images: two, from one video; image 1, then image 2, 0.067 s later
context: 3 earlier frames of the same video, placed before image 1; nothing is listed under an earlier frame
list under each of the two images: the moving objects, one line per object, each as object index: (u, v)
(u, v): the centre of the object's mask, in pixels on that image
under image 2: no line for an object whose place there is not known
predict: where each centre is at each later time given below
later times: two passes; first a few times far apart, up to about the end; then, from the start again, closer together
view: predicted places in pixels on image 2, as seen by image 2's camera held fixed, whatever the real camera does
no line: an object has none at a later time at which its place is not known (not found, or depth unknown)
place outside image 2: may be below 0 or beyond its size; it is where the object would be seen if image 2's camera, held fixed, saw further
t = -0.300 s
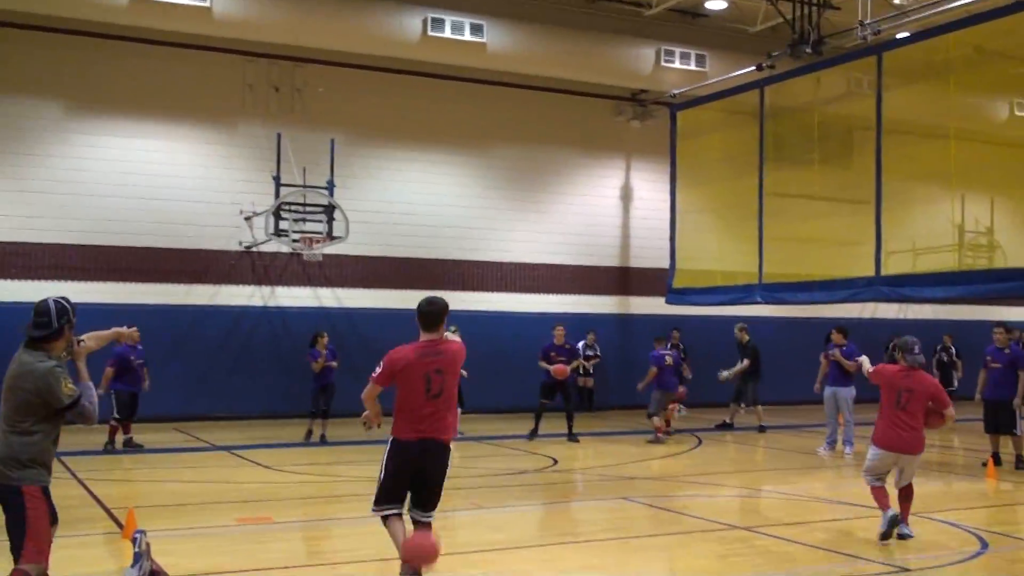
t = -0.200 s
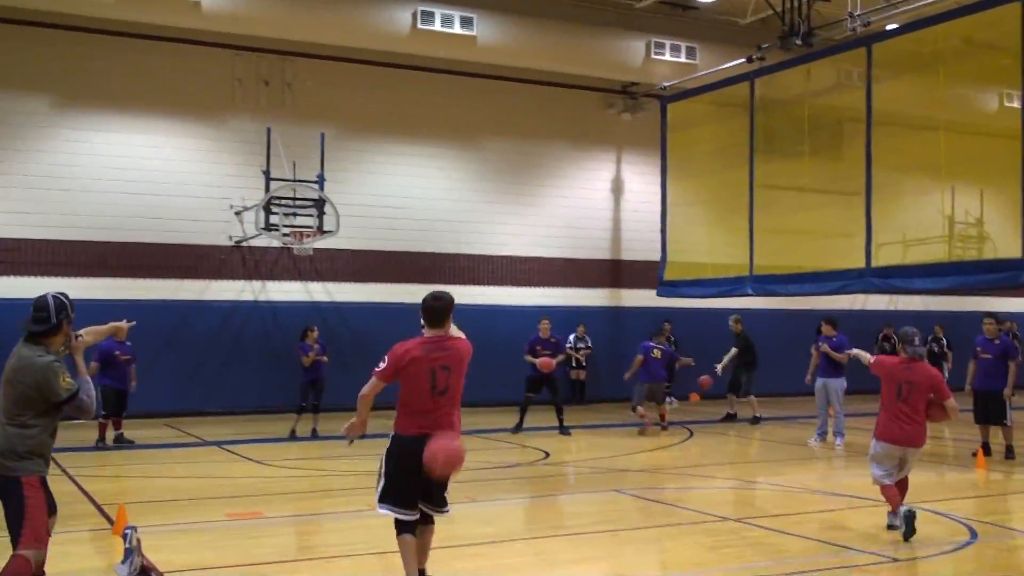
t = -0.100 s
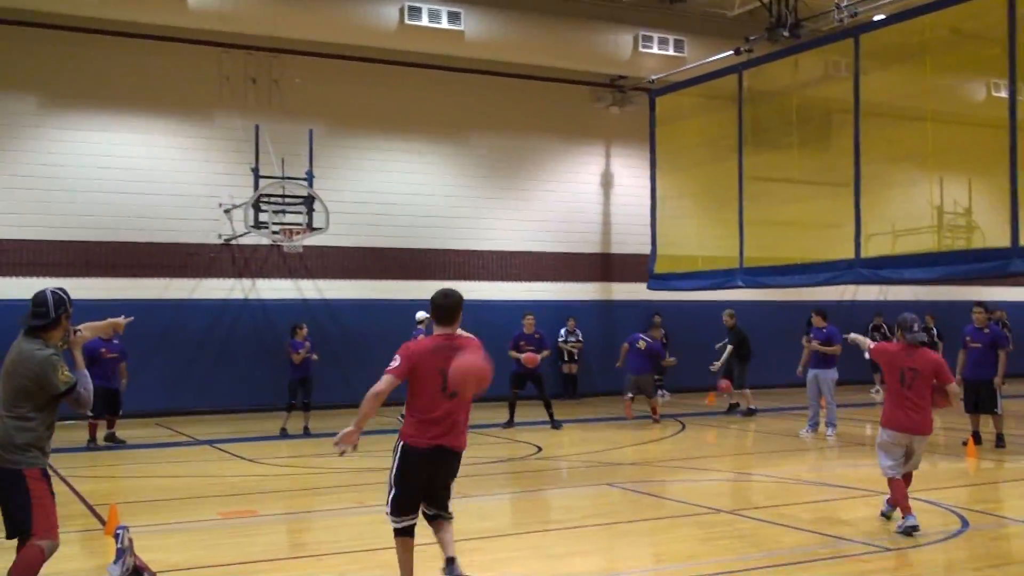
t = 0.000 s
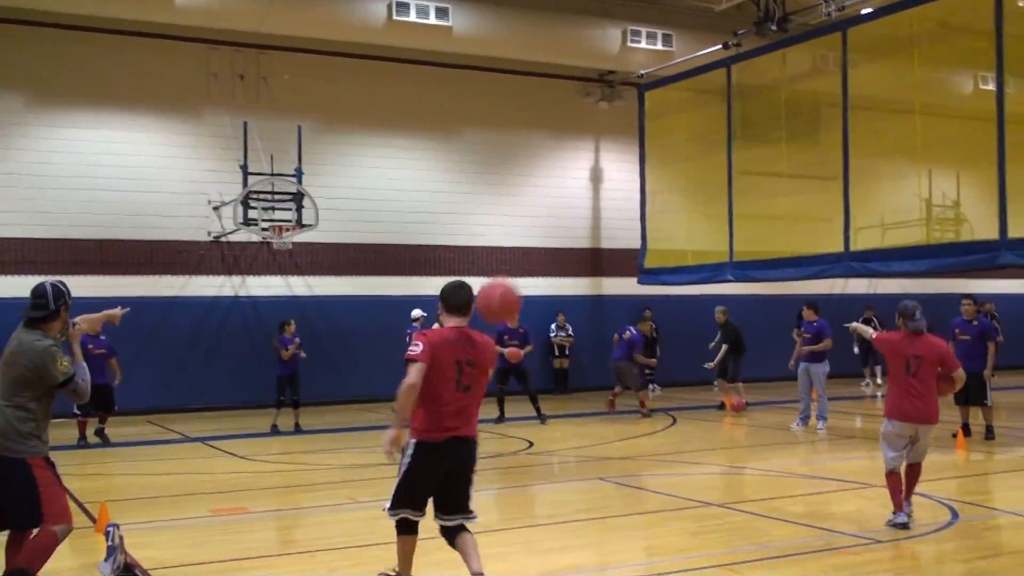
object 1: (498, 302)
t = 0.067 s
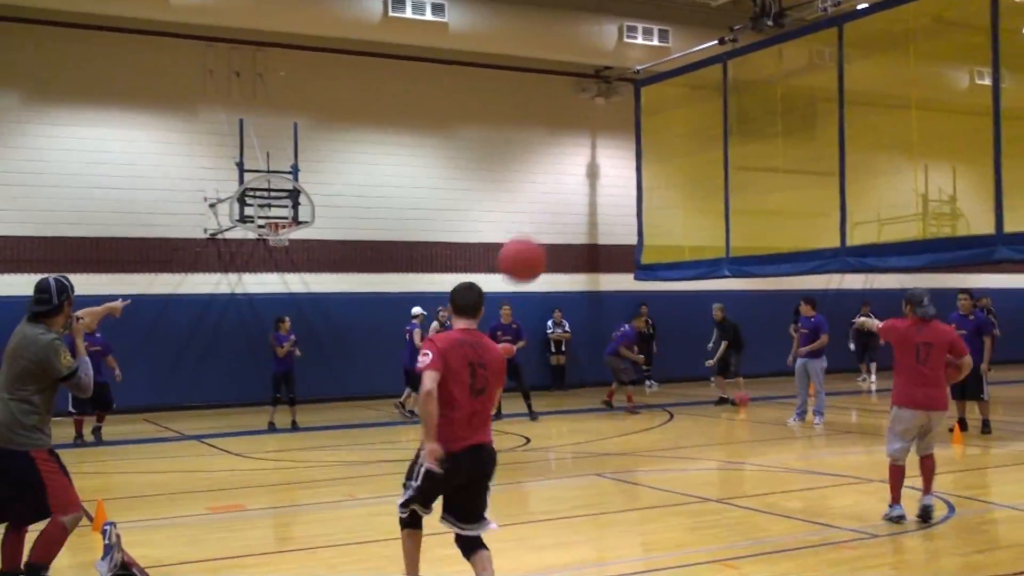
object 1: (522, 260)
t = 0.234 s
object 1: (599, 193)
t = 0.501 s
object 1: (758, 202)
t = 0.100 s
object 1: (536, 243)
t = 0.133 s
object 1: (552, 228)
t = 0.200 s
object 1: (581, 202)
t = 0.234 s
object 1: (599, 193)
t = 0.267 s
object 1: (616, 185)
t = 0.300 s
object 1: (636, 179)
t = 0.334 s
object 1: (654, 177)
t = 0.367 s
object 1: (672, 177)
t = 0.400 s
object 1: (692, 180)
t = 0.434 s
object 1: (714, 185)
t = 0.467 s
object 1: (735, 192)
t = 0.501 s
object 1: (758, 202)
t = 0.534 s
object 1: (780, 217)
